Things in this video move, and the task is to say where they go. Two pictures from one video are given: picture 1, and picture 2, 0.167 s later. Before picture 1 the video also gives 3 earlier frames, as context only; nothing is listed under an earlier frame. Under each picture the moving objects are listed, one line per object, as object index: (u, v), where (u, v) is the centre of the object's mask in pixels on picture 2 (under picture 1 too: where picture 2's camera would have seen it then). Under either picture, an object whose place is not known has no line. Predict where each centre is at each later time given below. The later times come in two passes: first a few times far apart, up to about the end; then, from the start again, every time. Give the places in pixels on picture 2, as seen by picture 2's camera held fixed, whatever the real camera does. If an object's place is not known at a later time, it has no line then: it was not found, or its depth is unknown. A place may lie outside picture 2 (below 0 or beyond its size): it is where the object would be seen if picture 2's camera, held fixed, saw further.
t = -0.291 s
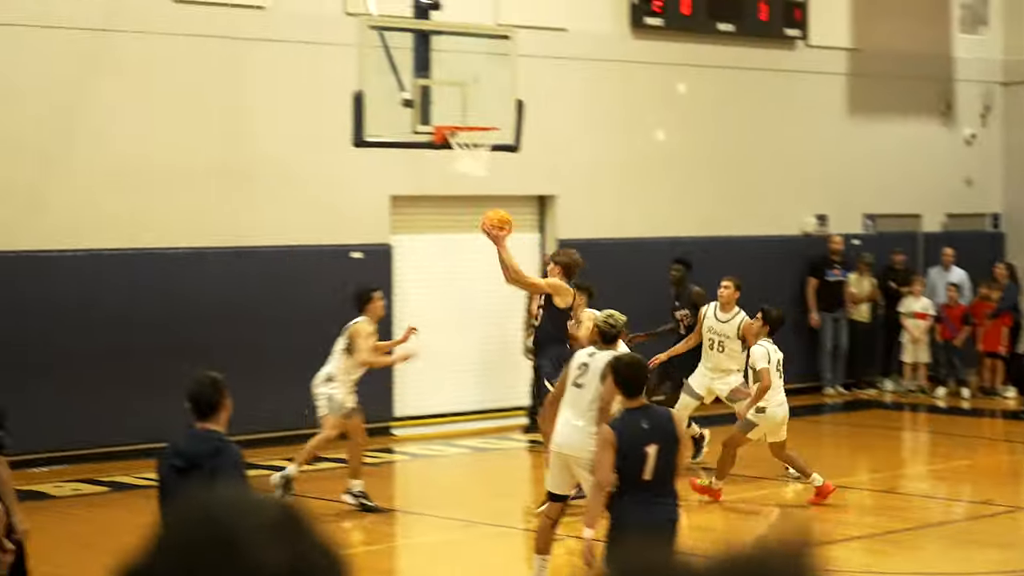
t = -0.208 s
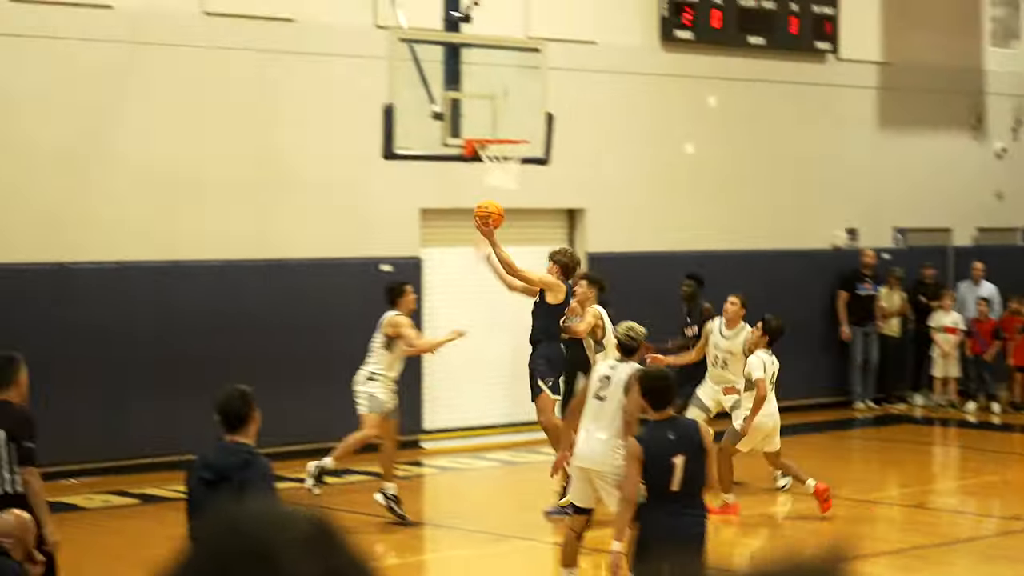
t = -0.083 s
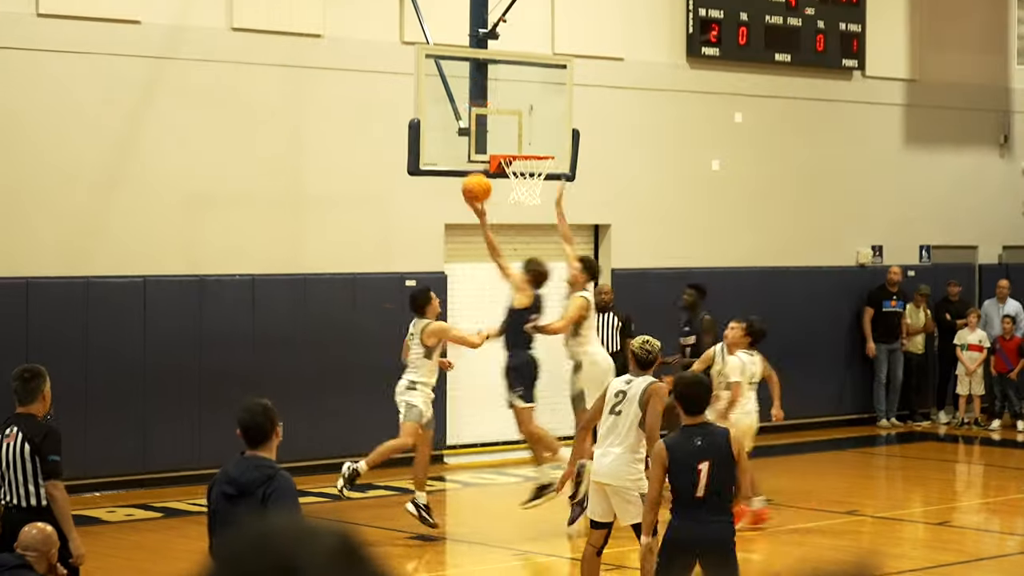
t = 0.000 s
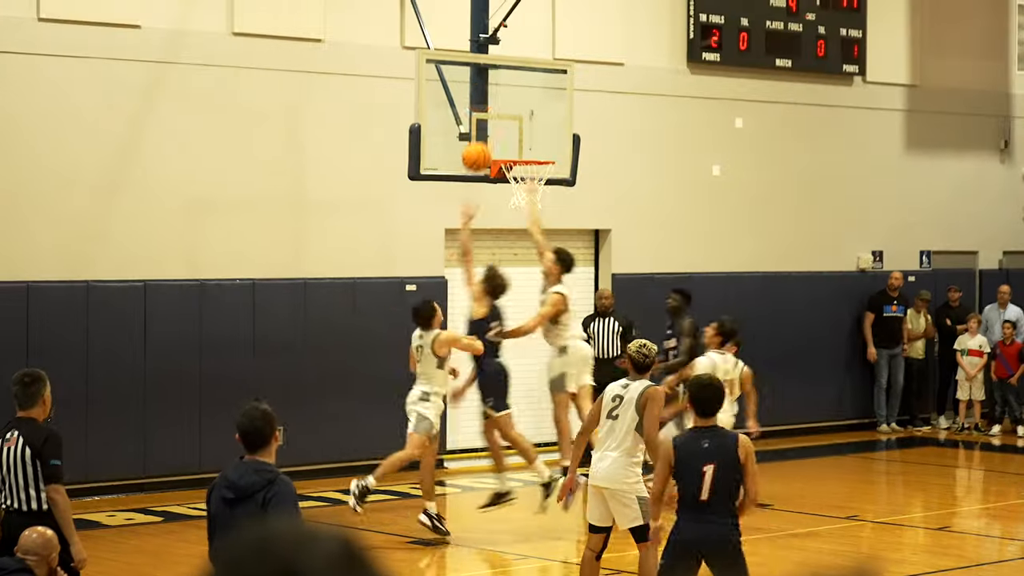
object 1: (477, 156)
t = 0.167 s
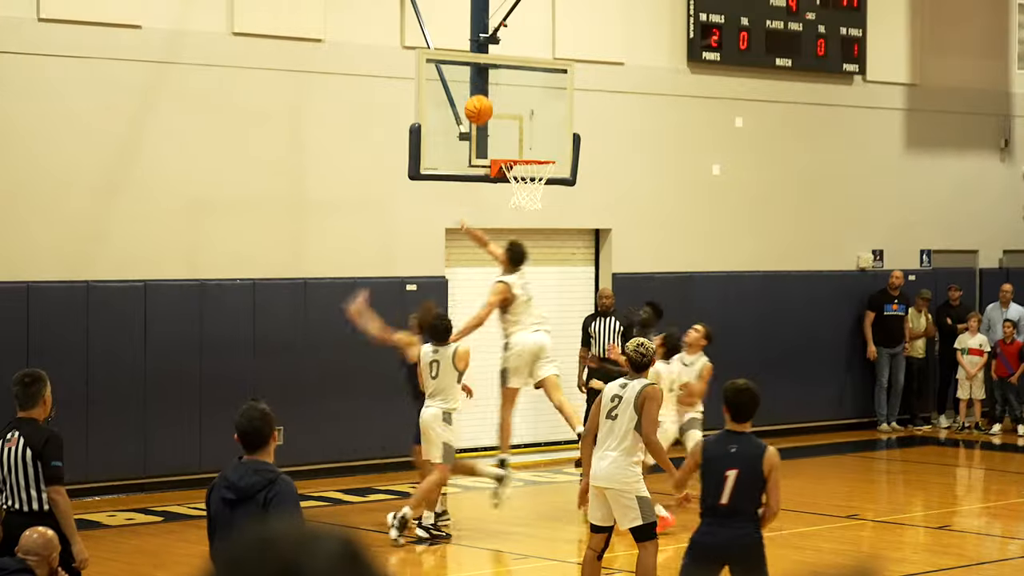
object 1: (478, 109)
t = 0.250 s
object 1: (479, 98)
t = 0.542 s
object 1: (498, 116)
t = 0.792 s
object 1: (528, 159)
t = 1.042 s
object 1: (519, 200)
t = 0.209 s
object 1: (479, 103)
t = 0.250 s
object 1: (479, 98)
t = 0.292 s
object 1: (479, 97)
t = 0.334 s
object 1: (480, 97)
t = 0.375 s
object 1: (479, 98)
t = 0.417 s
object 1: (480, 102)
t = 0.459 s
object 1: (481, 108)
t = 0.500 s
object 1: (487, 112)
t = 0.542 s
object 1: (498, 116)
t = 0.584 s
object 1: (508, 123)
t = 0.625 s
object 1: (518, 131)
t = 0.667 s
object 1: (527, 142)
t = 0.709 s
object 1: (537, 152)
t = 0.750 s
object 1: (533, 152)
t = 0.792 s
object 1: (528, 159)
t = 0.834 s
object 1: (523, 164)
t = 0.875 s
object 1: (519, 170)
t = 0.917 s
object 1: (518, 175)
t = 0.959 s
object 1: (519, 183)
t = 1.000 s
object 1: (518, 194)
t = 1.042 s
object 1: (519, 200)
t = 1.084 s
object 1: (519, 212)
